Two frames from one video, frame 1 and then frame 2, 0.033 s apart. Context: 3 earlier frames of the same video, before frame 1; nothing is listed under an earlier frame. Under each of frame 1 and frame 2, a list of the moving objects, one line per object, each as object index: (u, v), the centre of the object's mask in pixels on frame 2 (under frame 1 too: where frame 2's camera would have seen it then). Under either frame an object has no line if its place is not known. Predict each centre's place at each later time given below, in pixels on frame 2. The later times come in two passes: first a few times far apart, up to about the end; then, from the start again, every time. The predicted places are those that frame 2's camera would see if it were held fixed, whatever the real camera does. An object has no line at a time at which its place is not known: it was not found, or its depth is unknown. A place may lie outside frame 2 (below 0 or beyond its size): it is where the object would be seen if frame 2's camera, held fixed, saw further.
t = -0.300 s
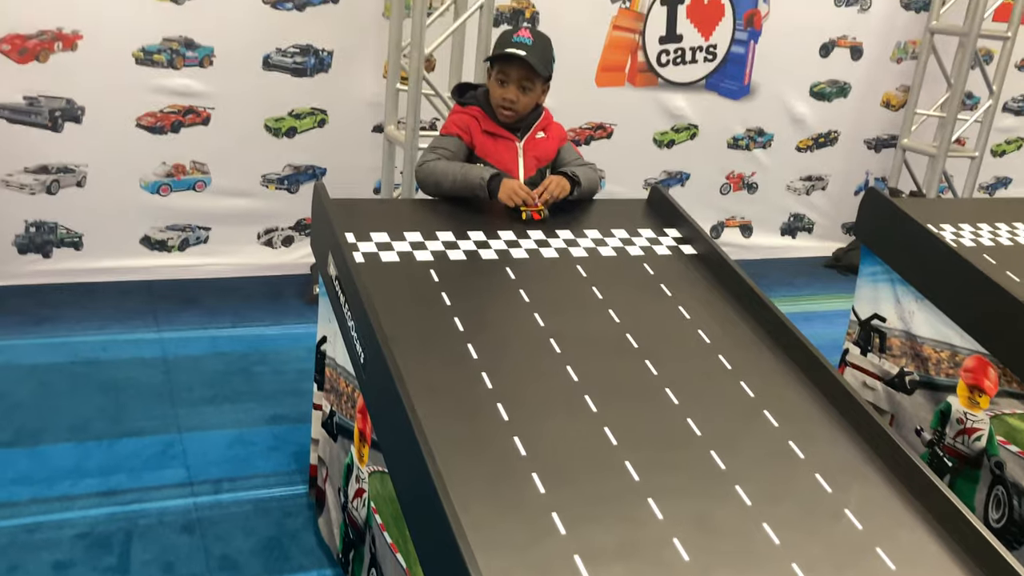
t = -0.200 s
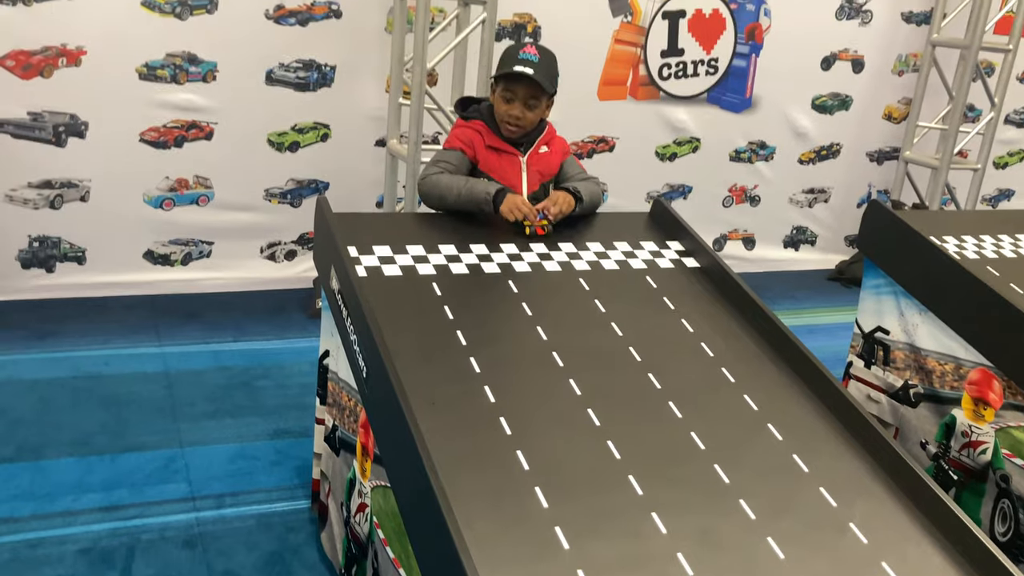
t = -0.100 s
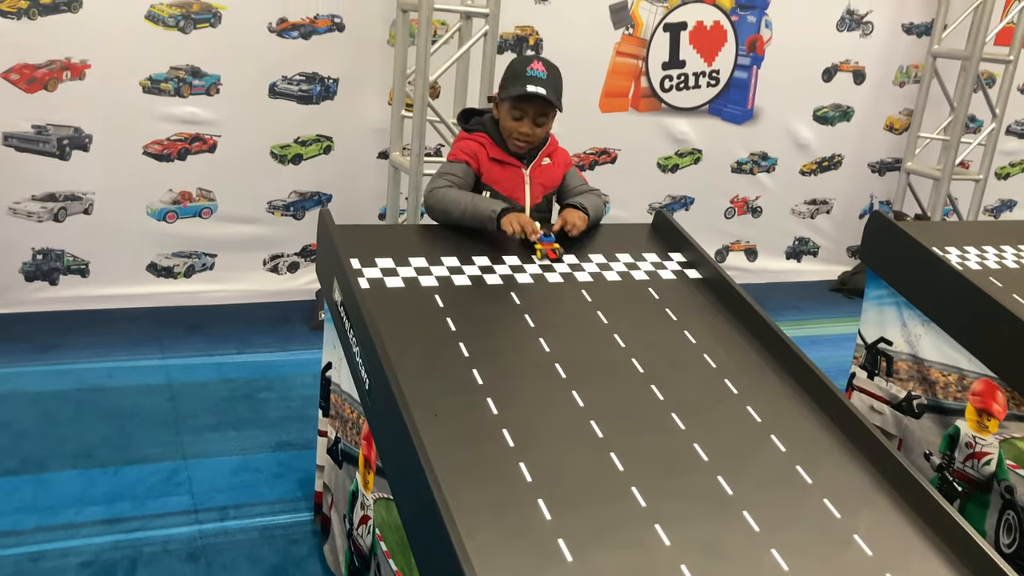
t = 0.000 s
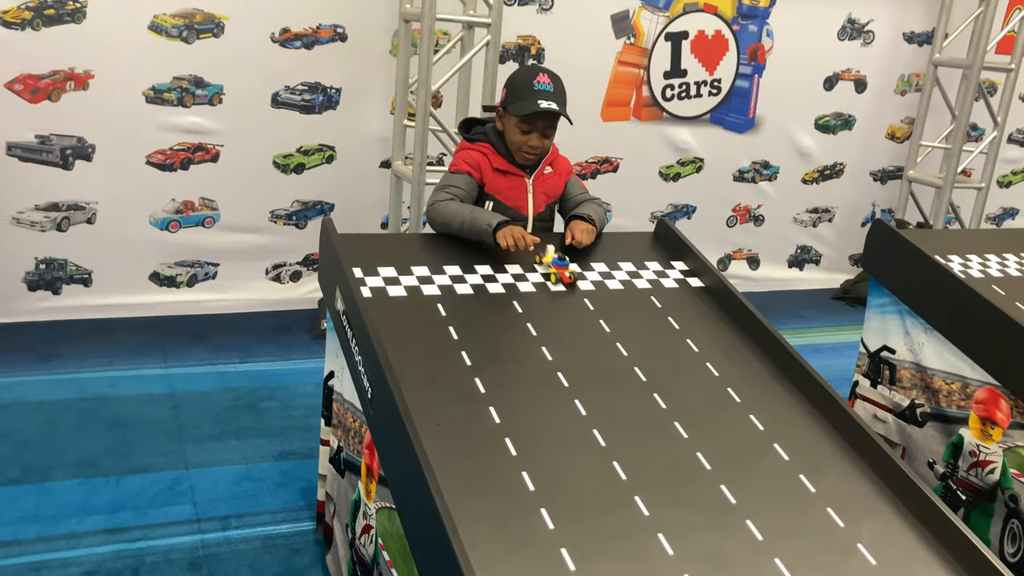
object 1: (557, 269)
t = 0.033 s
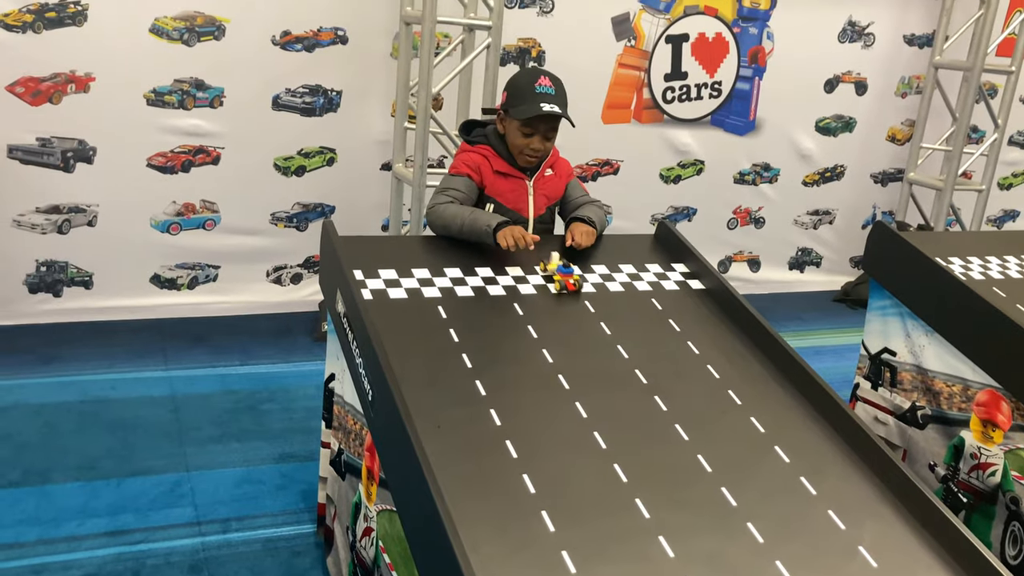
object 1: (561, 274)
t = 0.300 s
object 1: (593, 318)
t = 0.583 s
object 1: (626, 371)
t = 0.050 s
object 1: (563, 277)
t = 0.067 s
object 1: (565, 279)
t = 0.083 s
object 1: (567, 281)
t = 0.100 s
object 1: (569, 283)
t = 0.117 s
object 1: (571, 286)
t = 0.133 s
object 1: (573, 290)
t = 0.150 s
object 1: (575, 293)
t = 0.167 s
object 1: (577, 295)
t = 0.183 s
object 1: (580, 298)
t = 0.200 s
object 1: (582, 300)
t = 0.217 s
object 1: (583, 303)
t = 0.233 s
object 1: (585, 306)
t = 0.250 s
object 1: (587, 310)
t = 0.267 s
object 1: (589, 312)
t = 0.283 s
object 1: (591, 315)
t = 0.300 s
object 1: (593, 318)
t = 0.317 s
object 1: (595, 320)
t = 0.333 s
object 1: (597, 323)
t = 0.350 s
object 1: (599, 326)
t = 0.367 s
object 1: (600, 329)
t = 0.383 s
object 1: (603, 332)
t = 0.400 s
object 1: (605, 335)
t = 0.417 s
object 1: (607, 339)
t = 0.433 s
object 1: (609, 341)
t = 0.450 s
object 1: (610, 345)
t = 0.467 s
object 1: (613, 347)
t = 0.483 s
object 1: (614, 351)
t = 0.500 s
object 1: (616, 354)
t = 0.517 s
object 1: (618, 357)
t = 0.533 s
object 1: (621, 360)
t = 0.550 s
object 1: (622, 364)
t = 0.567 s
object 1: (625, 367)
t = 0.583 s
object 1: (626, 371)
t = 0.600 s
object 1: (628, 374)
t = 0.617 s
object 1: (629, 377)
